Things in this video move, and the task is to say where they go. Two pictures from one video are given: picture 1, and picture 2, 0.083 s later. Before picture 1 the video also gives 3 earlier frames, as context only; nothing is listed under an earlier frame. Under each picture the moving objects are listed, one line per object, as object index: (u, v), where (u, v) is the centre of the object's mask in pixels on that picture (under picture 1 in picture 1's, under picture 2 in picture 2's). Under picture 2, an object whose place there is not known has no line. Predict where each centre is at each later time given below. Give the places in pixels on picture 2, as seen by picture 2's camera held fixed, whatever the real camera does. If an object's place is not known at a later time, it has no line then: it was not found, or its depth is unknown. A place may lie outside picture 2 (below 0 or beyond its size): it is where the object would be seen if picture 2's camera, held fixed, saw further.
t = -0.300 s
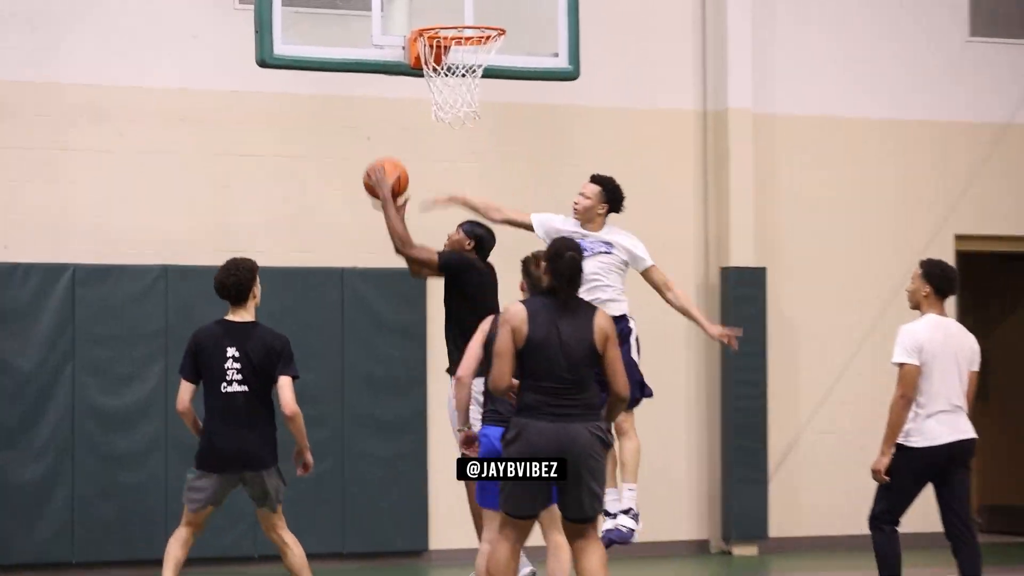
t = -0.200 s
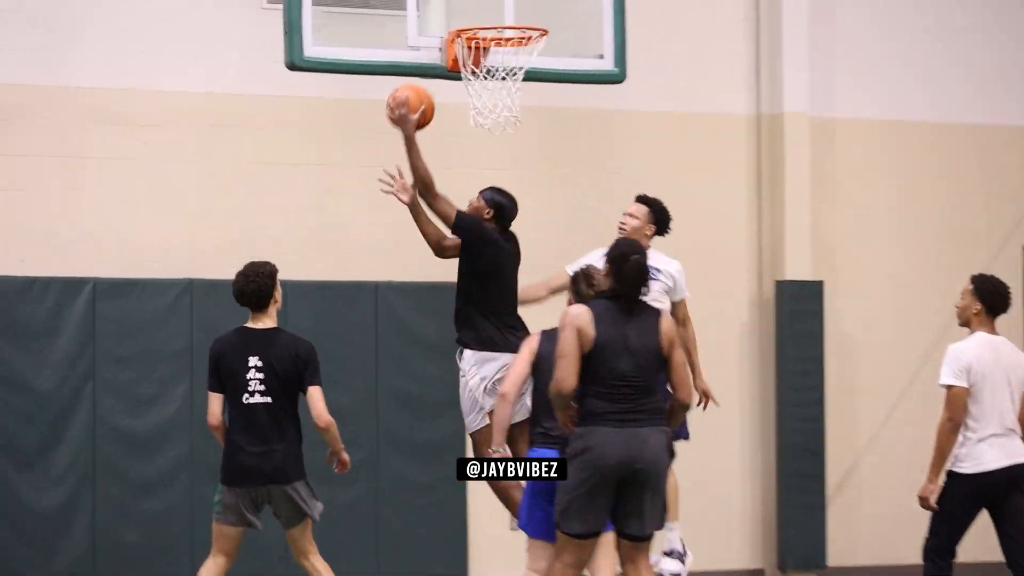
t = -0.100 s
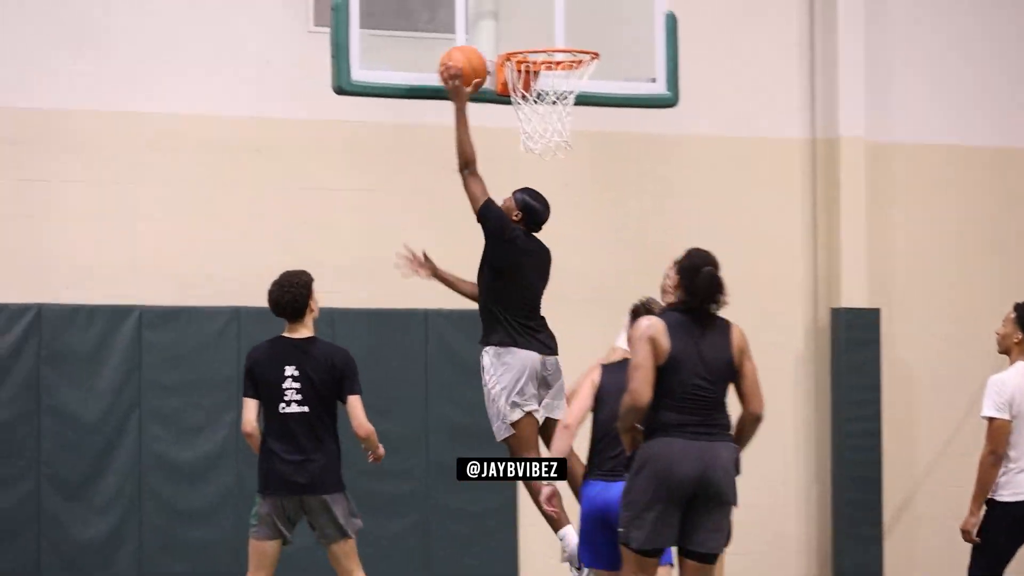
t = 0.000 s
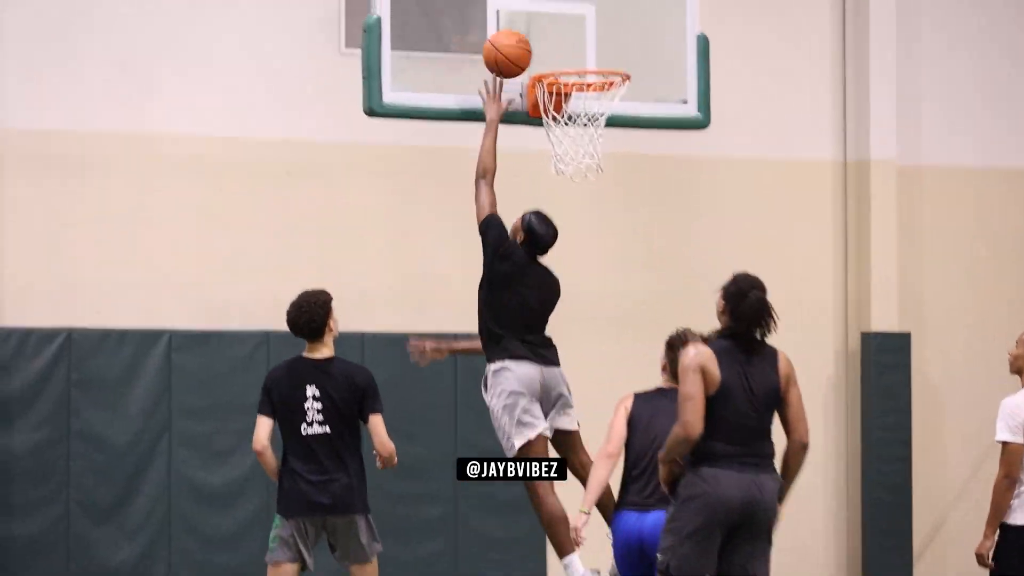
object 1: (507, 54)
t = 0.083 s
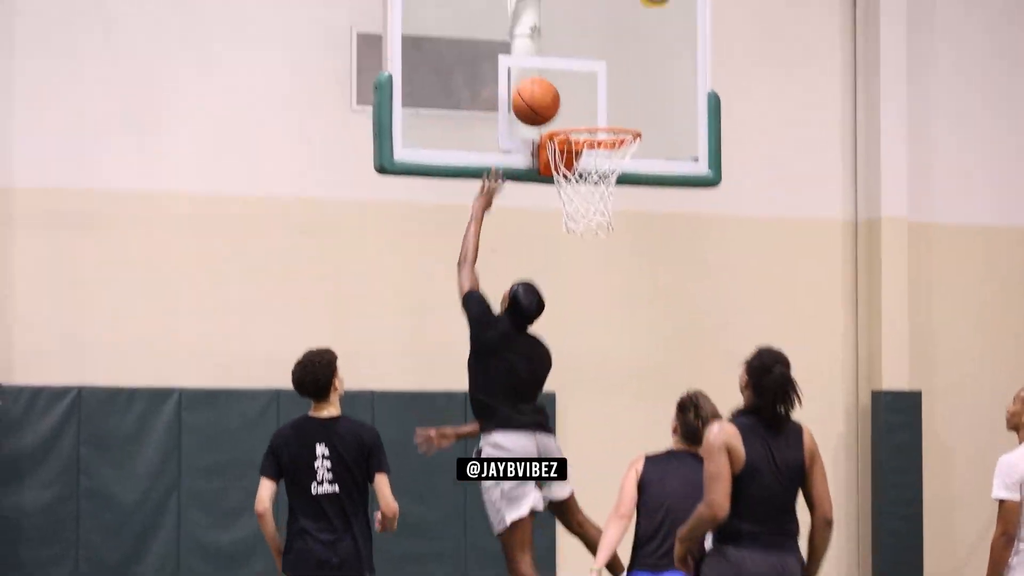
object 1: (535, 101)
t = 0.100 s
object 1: (540, 101)
